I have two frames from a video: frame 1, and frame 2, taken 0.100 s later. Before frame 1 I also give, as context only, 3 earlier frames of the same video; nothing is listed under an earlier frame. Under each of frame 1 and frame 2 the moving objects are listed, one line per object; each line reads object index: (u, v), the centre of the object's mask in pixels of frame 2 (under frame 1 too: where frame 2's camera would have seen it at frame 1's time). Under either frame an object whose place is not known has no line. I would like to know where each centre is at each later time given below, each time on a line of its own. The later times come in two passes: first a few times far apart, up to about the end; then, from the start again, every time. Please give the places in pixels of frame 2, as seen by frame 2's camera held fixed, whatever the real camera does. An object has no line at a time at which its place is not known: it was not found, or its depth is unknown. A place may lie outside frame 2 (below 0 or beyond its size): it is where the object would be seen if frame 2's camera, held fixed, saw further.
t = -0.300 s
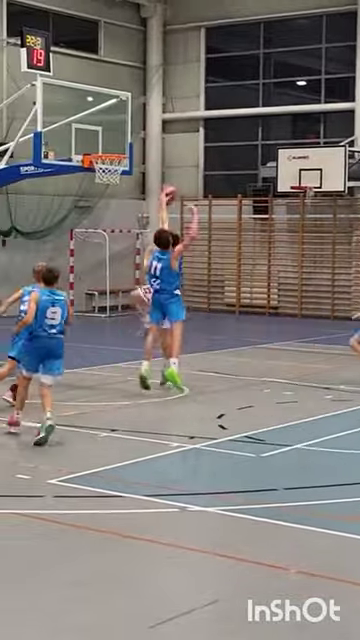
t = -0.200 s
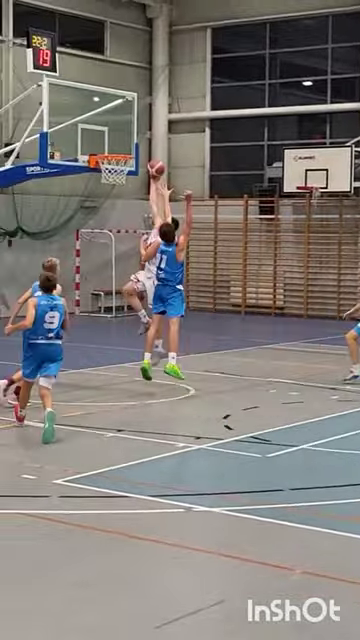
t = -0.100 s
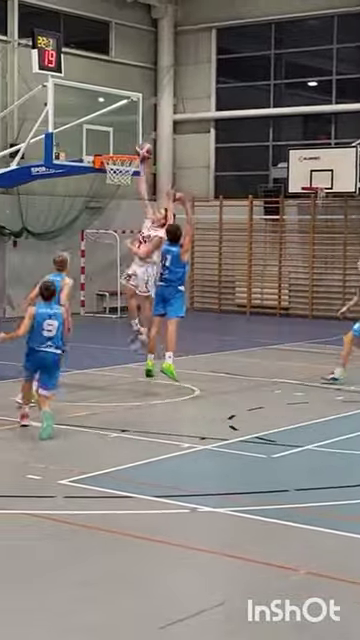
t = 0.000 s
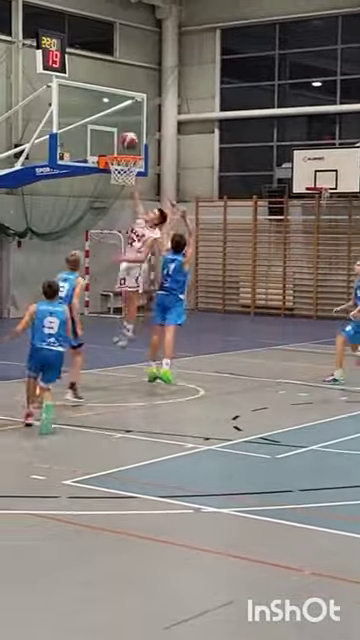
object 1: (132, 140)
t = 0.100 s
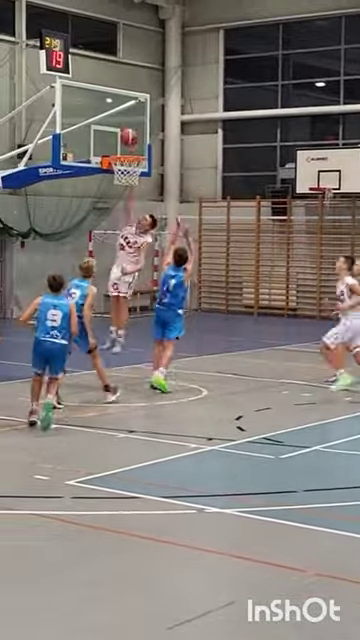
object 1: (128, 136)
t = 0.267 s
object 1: (128, 147)
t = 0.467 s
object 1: (132, 177)
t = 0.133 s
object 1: (127, 136)
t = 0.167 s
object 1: (128, 137)
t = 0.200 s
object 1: (128, 139)
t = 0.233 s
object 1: (128, 144)
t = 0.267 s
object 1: (128, 147)
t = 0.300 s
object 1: (128, 149)
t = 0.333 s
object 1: (129, 152)
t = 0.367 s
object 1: (127, 166)
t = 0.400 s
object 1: (130, 169)
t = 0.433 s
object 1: (130, 170)
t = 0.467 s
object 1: (132, 177)
